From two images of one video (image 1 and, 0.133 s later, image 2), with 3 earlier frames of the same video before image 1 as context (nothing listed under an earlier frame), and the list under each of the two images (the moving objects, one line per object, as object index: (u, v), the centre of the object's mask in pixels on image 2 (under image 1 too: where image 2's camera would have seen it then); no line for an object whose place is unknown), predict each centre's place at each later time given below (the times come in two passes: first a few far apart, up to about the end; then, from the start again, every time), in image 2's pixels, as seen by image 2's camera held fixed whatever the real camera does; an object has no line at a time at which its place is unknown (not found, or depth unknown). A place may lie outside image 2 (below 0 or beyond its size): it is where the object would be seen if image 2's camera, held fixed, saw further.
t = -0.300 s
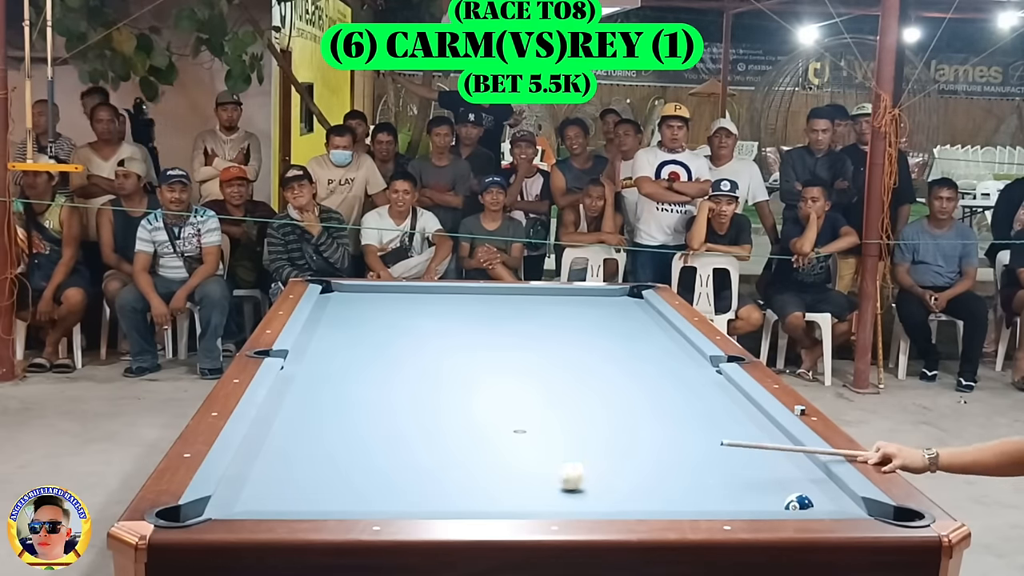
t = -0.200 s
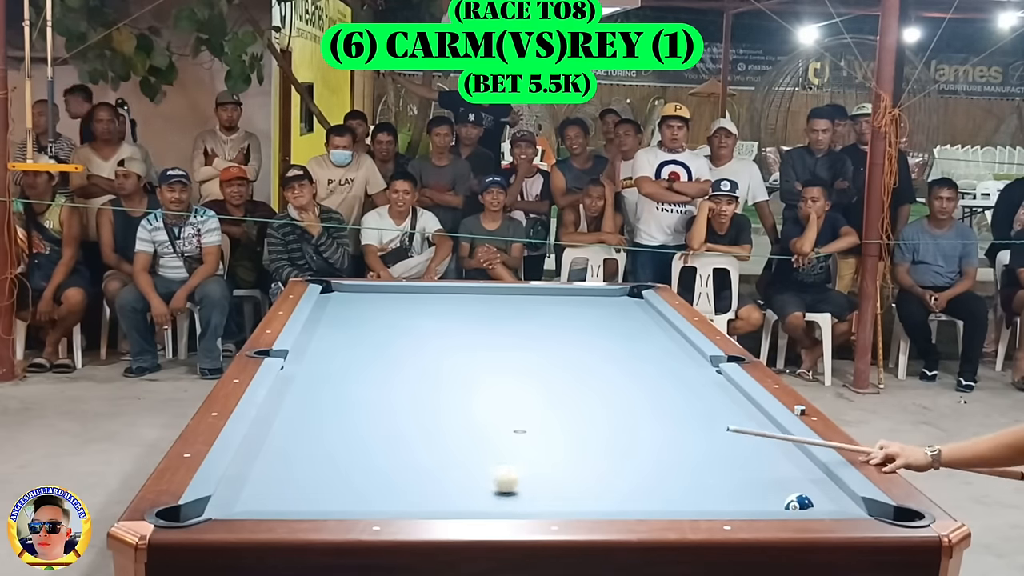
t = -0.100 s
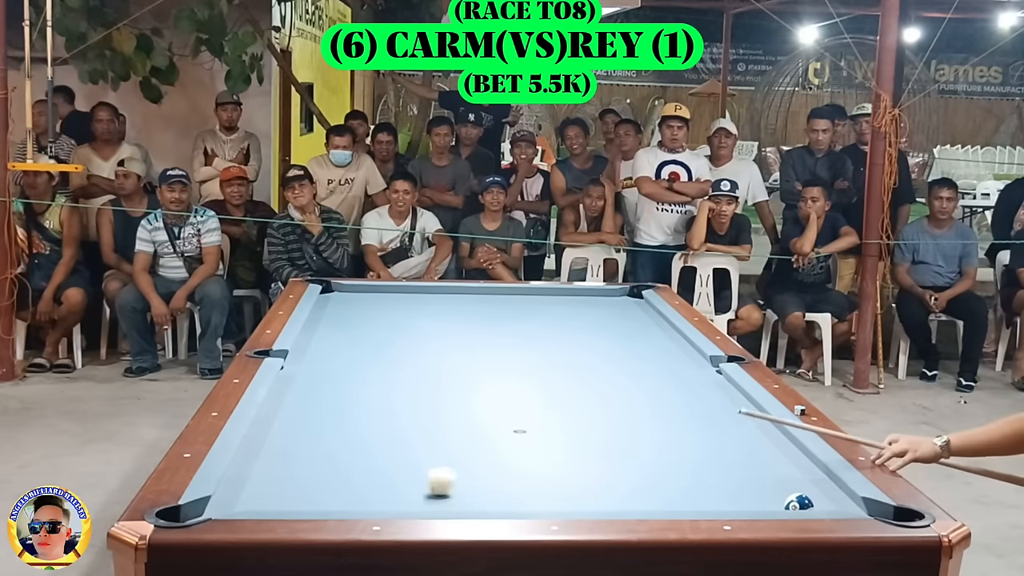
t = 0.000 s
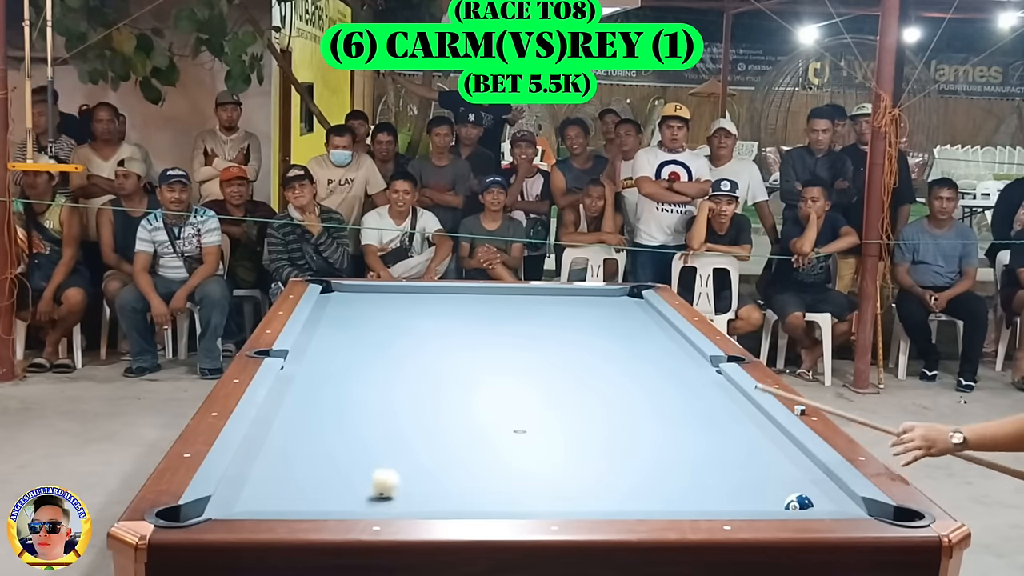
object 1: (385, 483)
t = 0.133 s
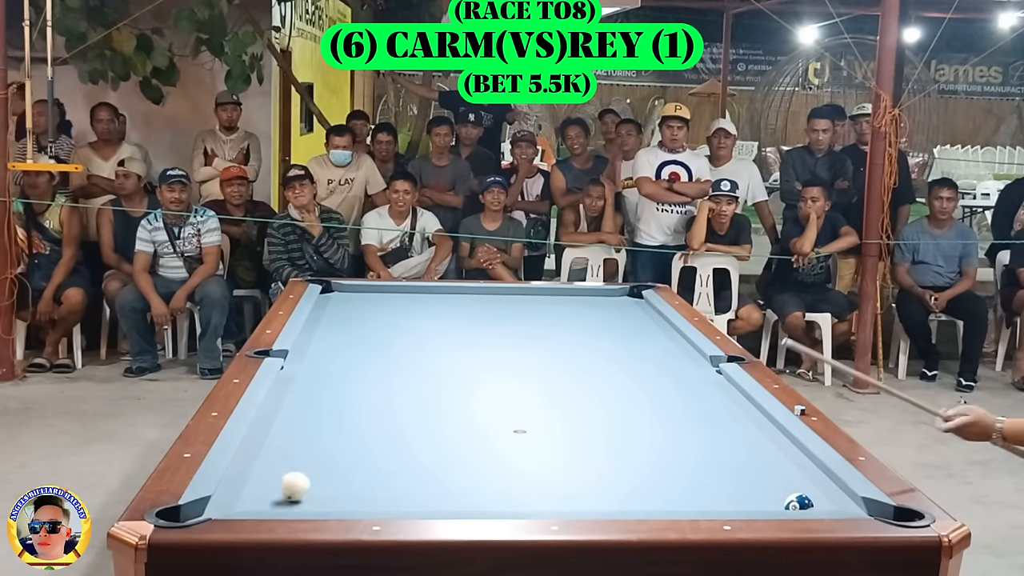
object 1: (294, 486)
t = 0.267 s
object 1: (249, 489)
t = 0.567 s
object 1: (368, 493)
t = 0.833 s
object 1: (467, 496)
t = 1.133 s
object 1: (576, 498)
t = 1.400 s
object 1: (668, 499)
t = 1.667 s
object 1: (757, 501)
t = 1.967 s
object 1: (787, 500)
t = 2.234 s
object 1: (805, 499)
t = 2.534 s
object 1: (821, 498)
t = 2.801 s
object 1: (834, 497)
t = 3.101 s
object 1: (844, 497)
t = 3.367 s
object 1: (840, 497)
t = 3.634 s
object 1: (840, 497)
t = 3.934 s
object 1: (840, 497)
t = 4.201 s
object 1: (840, 497)
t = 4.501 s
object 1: (840, 497)
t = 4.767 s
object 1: (840, 497)
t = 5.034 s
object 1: (840, 497)
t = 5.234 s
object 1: (840, 497)
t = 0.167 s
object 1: (271, 488)
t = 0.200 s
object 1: (248, 488)
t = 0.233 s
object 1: (233, 489)
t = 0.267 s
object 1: (249, 489)
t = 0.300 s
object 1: (264, 490)
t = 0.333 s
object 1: (279, 491)
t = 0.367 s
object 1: (292, 491)
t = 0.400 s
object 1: (305, 492)
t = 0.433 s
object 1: (317, 492)
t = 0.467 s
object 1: (331, 492)
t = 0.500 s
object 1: (343, 492)
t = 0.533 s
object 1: (355, 493)
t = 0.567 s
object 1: (368, 493)
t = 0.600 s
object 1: (380, 493)
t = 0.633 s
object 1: (393, 494)
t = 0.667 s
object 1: (406, 494)
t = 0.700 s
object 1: (418, 494)
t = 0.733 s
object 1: (430, 495)
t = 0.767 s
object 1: (442, 495)
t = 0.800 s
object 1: (455, 495)
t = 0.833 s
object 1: (467, 496)
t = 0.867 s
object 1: (479, 496)
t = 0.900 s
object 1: (491, 496)
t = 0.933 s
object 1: (503, 496)
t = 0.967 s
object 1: (516, 496)
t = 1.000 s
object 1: (528, 496)
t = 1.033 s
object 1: (540, 496)
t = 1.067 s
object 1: (551, 496)
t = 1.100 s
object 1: (564, 497)
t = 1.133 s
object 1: (576, 498)
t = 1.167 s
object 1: (588, 499)
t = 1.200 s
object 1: (599, 498)
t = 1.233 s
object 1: (611, 498)
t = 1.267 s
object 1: (622, 499)
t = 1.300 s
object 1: (634, 498)
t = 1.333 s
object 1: (645, 498)
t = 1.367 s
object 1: (656, 498)
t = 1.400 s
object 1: (668, 499)
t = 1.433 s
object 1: (680, 499)
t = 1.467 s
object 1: (691, 499)
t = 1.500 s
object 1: (702, 499)
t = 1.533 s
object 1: (713, 500)
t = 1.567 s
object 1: (725, 500)
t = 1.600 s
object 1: (736, 500)
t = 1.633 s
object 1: (747, 501)
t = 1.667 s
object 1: (757, 501)
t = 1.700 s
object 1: (769, 501)
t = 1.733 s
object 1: (769, 501)
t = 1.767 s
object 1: (771, 501)
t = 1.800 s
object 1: (774, 500)
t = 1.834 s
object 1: (777, 500)
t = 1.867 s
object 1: (779, 500)
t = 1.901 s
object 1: (782, 500)
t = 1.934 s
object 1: (785, 500)
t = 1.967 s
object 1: (787, 500)
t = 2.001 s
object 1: (789, 500)
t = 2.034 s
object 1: (792, 500)
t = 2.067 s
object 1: (794, 500)
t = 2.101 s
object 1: (796, 499)
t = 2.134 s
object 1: (799, 499)
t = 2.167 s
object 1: (801, 499)
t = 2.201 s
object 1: (803, 499)
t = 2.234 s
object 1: (805, 499)
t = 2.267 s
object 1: (807, 499)
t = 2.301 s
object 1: (809, 499)
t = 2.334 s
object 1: (811, 499)
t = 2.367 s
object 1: (814, 499)
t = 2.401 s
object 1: (816, 498)
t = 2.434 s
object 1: (817, 498)
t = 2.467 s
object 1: (818, 498)
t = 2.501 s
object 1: (819, 498)
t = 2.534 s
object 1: (821, 498)
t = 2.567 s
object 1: (823, 498)
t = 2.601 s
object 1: (825, 498)
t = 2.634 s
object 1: (826, 498)
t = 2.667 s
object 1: (828, 498)
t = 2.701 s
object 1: (829, 498)
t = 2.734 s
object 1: (831, 498)
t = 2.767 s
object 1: (833, 498)
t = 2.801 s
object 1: (834, 497)
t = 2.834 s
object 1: (836, 497)
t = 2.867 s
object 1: (837, 497)
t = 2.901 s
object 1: (839, 497)
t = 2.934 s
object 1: (840, 497)
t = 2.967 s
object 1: (842, 497)
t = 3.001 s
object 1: (843, 497)
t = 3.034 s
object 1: (844, 497)
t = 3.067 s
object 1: (845, 497)
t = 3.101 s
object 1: (844, 497)
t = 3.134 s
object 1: (844, 497)
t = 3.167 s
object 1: (843, 497)
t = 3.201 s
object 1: (842, 497)
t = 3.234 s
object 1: (842, 497)
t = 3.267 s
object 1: (842, 497)
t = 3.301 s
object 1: (841, 497)
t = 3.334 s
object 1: (841, 497)
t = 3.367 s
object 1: (840, 497)
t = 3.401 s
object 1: (840, 497)
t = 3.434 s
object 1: (840, 497)
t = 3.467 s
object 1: (840, 497)
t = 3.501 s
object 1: (840, 497)
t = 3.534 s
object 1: (840, 497)
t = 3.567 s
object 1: (840, 497)
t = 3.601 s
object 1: (840, 497)
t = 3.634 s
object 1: (840, 497)
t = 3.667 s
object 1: (840, 497)
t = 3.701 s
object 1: (840, 497)
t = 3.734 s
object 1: (840, 497)
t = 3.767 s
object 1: (840, 497)
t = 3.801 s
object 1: (840, 497)
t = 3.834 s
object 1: (840, 497)
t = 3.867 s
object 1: (840, 497)
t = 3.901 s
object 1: (840, 497)
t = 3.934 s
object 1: (840, 497)
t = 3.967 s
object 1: (840, 497)
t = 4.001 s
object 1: (840, 497)
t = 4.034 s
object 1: (840, 497)
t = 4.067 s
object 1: (840, 497)
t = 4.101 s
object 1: (840, 497)
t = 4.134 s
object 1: (840, 497)
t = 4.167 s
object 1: (840, 497)
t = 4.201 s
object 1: (840, 497)
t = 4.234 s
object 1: (840, 497)
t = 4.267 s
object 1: (840, 497)
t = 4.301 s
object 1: (840, 497)
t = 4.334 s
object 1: (840, 497)
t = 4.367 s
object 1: (840, 497)
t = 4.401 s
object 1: (840, 497)
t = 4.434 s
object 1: (840, 497)
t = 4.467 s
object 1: (840, 497)
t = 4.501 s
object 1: (840, 497)
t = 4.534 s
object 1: (840, 497)
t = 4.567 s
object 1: (840, 497)
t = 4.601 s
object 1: (840, 497)
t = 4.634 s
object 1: (840, 497)
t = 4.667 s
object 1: (840, 497)
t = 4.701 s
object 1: (840, 497)
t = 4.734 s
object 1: (840, 497)
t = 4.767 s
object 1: (840, 497)
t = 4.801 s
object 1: (840, 497)
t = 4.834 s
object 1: (840, 497)
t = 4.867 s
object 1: (840, 497)
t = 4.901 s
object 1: (840, 497)
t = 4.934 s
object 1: (840, 497)
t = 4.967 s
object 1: (840, 497)
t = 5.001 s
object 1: (840, 497)
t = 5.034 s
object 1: (840, 497)
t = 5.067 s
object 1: (840, 497)
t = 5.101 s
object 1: (840, 497)
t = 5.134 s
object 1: (840, 497)
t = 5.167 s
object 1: (840, 497)
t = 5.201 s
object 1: (840, 497)
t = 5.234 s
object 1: (840, 497)
